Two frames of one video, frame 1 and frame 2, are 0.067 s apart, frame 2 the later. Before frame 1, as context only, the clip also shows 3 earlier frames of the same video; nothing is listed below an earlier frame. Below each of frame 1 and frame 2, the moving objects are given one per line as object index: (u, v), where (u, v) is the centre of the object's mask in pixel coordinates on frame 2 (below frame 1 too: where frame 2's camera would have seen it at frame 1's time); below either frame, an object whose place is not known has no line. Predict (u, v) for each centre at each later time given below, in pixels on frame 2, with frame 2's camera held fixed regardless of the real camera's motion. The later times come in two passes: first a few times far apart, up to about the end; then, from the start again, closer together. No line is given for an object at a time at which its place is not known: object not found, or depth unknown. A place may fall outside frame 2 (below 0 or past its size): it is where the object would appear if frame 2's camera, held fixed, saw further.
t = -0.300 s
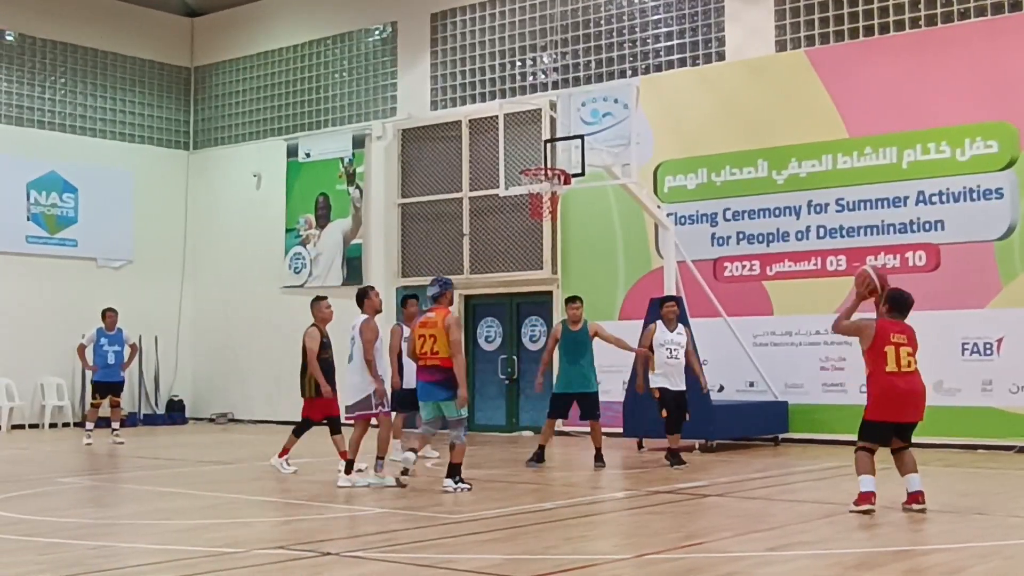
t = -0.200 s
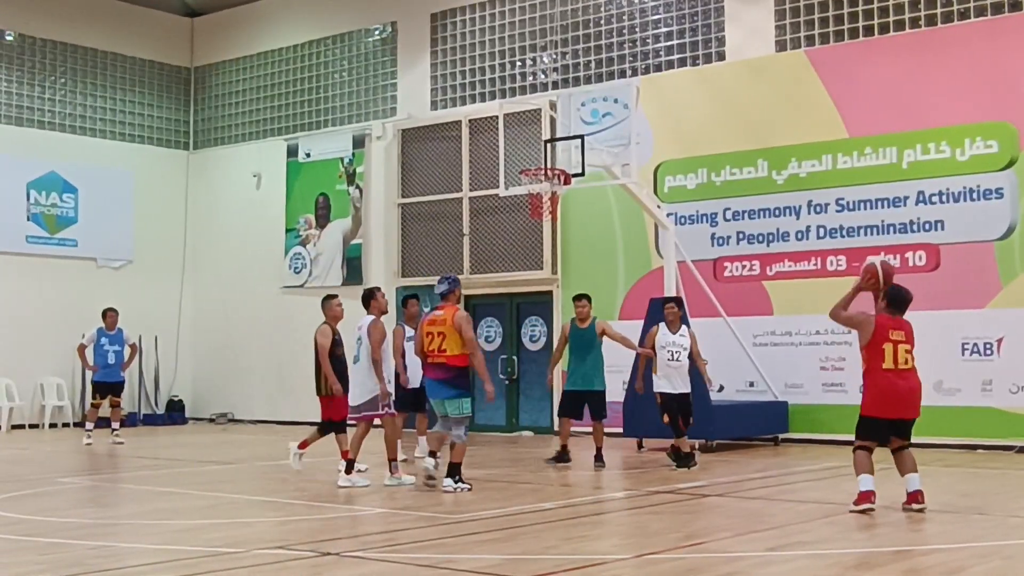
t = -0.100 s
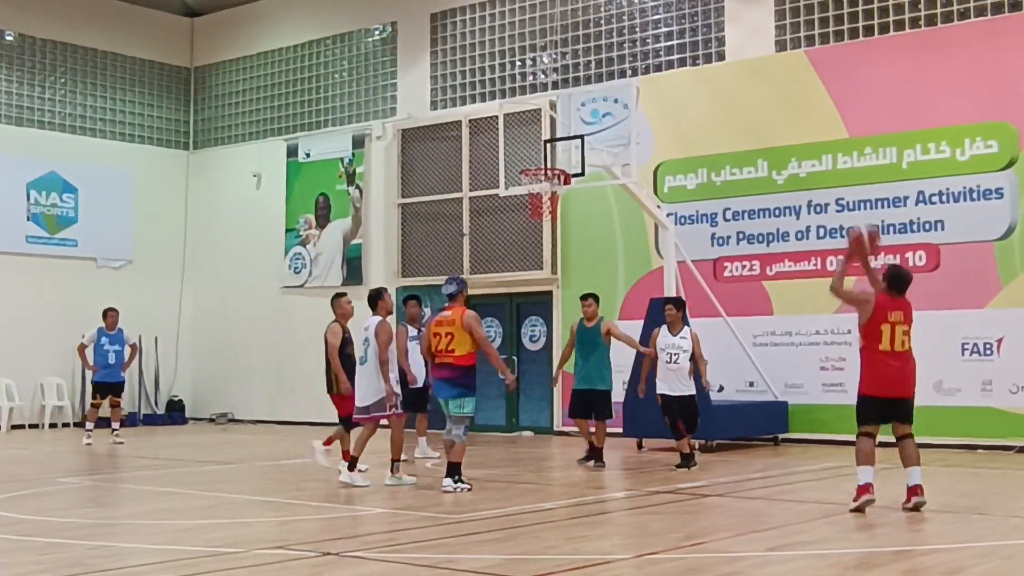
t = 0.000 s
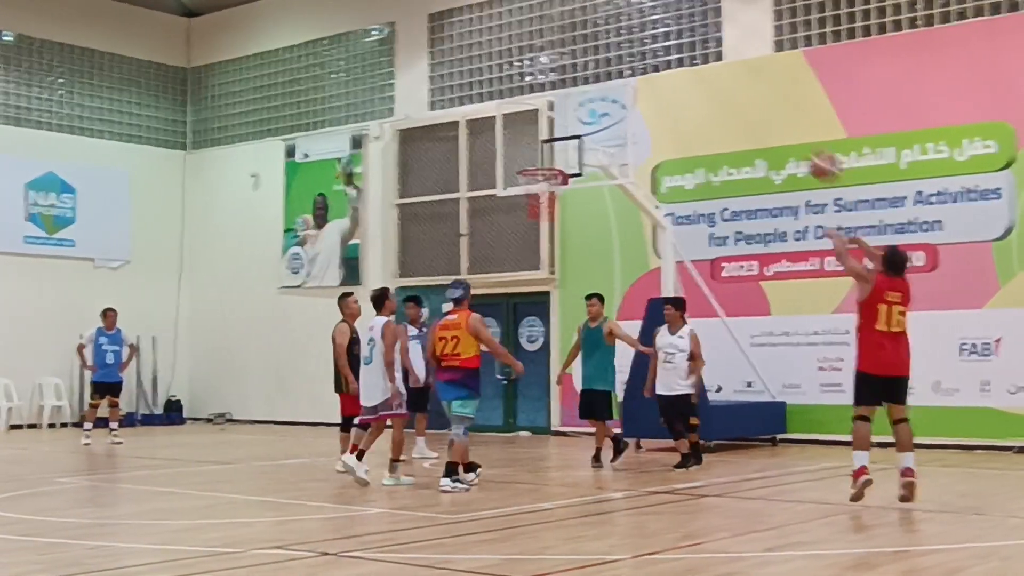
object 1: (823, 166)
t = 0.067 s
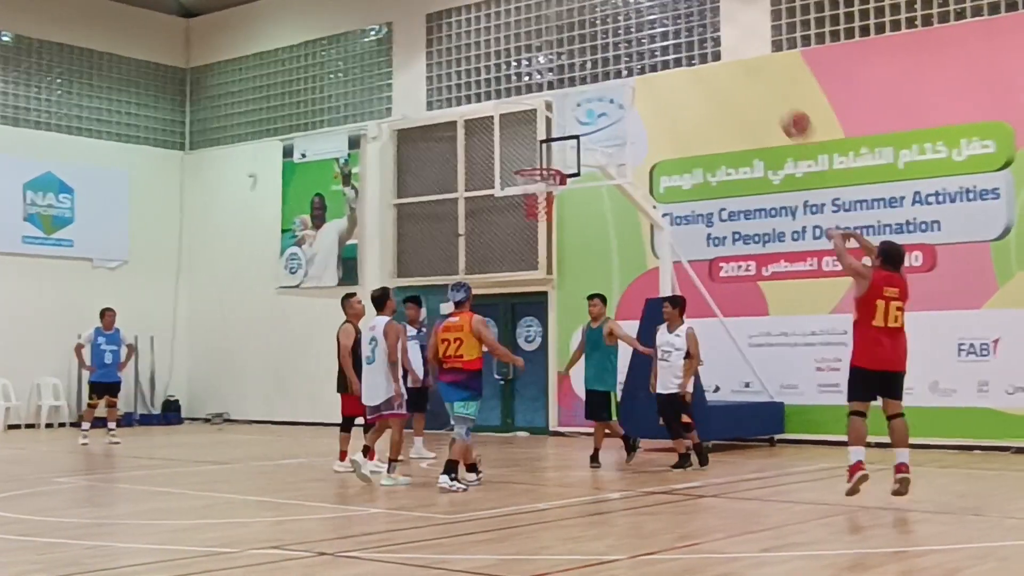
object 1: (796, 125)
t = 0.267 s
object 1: (731, 47)
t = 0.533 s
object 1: (659, 25)
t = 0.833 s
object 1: (592, 85)
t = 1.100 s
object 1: (545, 144)
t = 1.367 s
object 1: (509, 126)
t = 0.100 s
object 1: (785, 109)
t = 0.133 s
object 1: (774, 94)
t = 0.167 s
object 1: (762, 79)
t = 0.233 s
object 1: (741, 57)
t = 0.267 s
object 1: (731, 47)
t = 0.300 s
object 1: (721, 40)
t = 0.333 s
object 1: (711, 34)
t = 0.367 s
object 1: (704, 30)
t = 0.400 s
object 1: (693, 27)
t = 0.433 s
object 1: (685, 23)
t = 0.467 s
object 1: (676, 23)
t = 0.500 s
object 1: (668, 23)
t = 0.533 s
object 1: (659, 25)
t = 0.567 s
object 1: (651, 27)
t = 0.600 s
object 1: (644, 31)
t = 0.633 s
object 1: (635, 36)
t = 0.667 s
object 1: (627, 42)
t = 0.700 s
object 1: (621, 48)
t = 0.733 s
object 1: (612, 56)
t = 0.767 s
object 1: (607, 65)
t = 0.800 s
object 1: (600, 74)
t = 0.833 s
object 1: (592, 85)
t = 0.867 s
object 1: (586, 97)
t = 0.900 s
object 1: (580, 108)
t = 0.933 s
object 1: (573, 122)
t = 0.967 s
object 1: (566, 136)
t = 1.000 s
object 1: (561, 150)
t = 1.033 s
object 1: (555, 158)
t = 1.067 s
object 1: (550, 151)
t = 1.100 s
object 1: (545, 144)
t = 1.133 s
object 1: (540, 138)
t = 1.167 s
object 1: (538, 135)
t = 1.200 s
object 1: (532, 130)
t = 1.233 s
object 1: (526, 127)
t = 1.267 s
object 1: (522, 125)
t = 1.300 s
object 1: (518, 124)
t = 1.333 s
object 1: (513, 124)
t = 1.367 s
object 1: (509, 126)
